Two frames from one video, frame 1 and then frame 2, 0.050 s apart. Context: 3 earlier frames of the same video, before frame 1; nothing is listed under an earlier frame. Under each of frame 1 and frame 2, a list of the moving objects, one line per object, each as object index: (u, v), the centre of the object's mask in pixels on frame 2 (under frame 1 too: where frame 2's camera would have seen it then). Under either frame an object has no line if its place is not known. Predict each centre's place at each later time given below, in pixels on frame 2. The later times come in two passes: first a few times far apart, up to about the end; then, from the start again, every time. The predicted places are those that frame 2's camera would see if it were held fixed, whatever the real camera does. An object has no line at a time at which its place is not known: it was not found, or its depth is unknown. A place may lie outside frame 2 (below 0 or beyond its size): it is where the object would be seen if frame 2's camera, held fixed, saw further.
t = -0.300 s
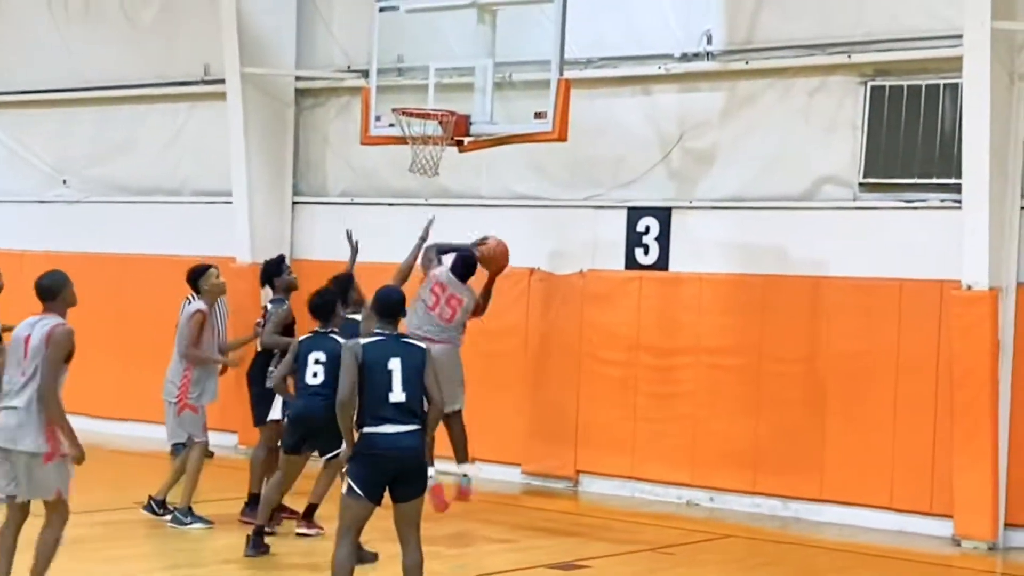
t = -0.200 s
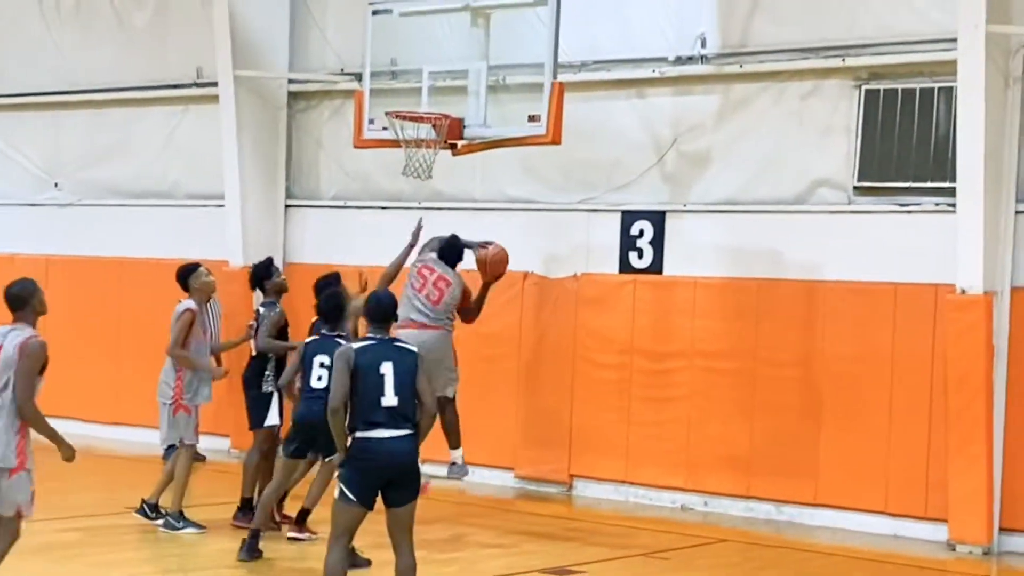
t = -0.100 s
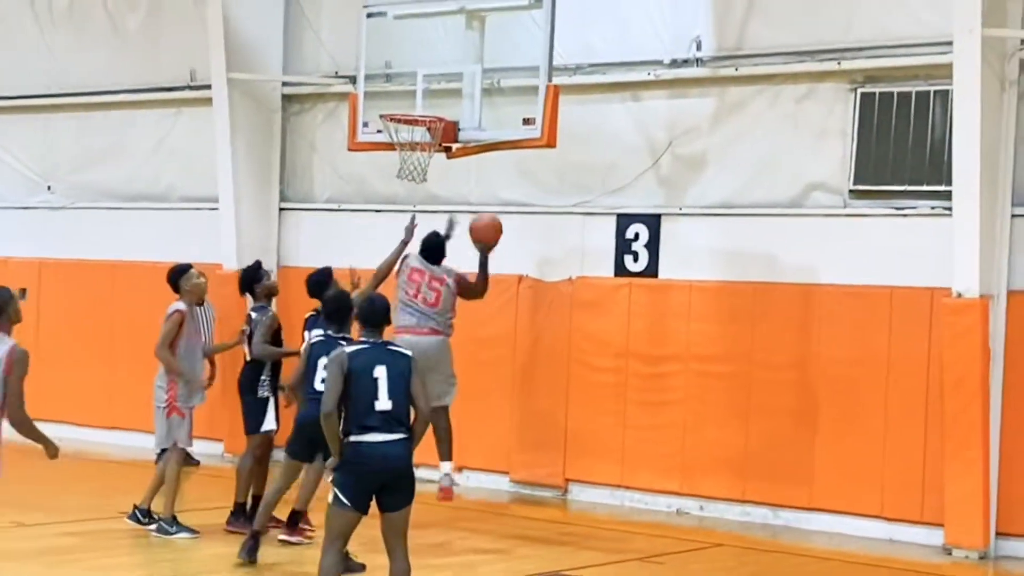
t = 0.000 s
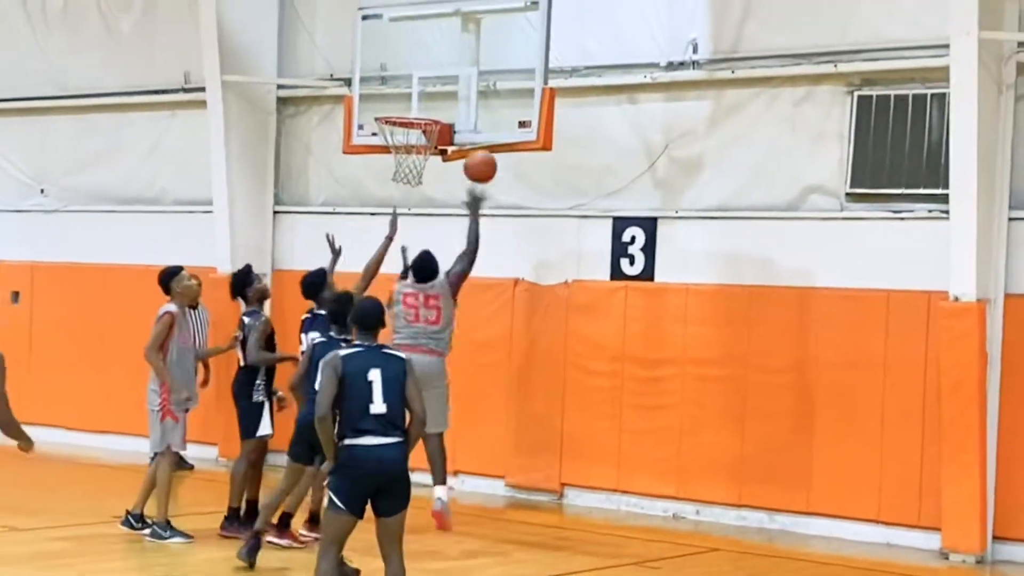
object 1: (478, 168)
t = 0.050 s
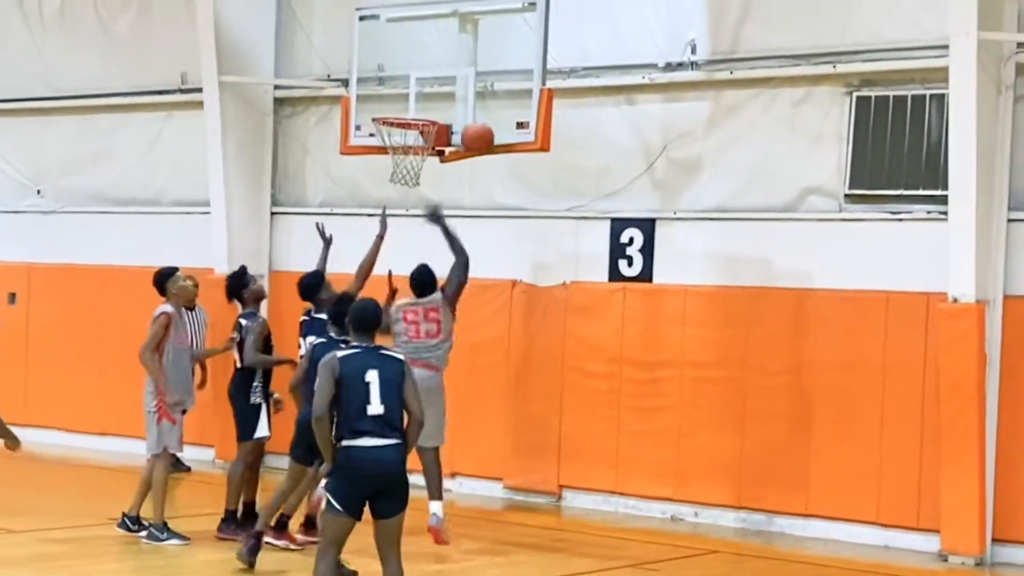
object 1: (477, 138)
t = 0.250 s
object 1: (458, 71)
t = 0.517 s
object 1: (403, 87)
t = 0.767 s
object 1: (391, 93)
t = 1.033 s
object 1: (397, 132)
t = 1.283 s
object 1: (410, 212)
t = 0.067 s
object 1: (477, 130)
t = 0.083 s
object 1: (477, 120)
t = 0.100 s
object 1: (477, 113)
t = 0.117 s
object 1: (477, 105)
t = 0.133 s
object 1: (477, 98)
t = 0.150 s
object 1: (476, 91)
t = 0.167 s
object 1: (474, 86)
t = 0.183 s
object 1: (472, 82)
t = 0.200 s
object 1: (468, 79)
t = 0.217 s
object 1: (465, 77)
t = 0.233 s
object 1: (461, 74)
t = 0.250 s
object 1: (458, 71)
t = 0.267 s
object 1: (455, 69)
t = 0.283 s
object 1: (451, 67)
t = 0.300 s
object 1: (448, 66)
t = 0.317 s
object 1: (444, 65)
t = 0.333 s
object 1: (441, 65)
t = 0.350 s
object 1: (438, 65)
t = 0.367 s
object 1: (434, 65)
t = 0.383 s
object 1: (431, 66)
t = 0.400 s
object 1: (428, 67)
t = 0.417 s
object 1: (424, 69)
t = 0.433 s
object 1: (420, 71)
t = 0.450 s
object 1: (417, 73)
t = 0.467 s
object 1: (413, 76)
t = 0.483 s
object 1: (410, 79)
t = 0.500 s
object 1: (407, 82)
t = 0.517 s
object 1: (403, 87)
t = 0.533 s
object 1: (399, 90)
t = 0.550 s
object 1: (395, 95)
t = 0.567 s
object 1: (392, 100)
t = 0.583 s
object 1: (391, 101)
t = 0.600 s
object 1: (390, 100)
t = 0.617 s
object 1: (390, 100)
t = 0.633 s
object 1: (390, 100)
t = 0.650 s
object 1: (390, 99)
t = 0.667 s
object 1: (389, 98)
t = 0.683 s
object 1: (389, 96)
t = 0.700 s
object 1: (390, 95)
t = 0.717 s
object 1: (390, 93)
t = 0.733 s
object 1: (391, 93)
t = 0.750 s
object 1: (391, 93)
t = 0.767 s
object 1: (391, 93)
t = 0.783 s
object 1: (391, 93)
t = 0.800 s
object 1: (391, 93)
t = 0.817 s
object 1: (391, 94)
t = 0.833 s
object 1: (391, 95)
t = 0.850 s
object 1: (392, 99)
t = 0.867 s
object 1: (392, 100)
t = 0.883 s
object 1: (392, 102)
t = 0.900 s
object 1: (392, 105)
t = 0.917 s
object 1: (393, 106)
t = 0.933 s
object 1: (392, 108)
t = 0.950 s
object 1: (392, 117)
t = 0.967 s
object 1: (393, 120)
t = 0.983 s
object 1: (395, 121)
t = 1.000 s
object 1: (395, 124)
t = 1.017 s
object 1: (395, 128)
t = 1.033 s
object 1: (397, 132)
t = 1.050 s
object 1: (399, 133)
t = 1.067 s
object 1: (399, 137)
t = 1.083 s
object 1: (400, 139)
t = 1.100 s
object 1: (401, 143)
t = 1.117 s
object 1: (401, 147)
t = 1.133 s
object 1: (404, 156)
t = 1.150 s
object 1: (405, 161)
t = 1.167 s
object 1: (406, 165)
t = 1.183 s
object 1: (406, 172)
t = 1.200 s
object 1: (407, 176)
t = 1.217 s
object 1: (408, 186)
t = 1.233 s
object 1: (408, 191)
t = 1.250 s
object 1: (409, 197)
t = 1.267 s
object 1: (409, 206)
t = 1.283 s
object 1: (410, 212)
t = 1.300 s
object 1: (411, 222)
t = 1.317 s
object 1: (411, 229)
